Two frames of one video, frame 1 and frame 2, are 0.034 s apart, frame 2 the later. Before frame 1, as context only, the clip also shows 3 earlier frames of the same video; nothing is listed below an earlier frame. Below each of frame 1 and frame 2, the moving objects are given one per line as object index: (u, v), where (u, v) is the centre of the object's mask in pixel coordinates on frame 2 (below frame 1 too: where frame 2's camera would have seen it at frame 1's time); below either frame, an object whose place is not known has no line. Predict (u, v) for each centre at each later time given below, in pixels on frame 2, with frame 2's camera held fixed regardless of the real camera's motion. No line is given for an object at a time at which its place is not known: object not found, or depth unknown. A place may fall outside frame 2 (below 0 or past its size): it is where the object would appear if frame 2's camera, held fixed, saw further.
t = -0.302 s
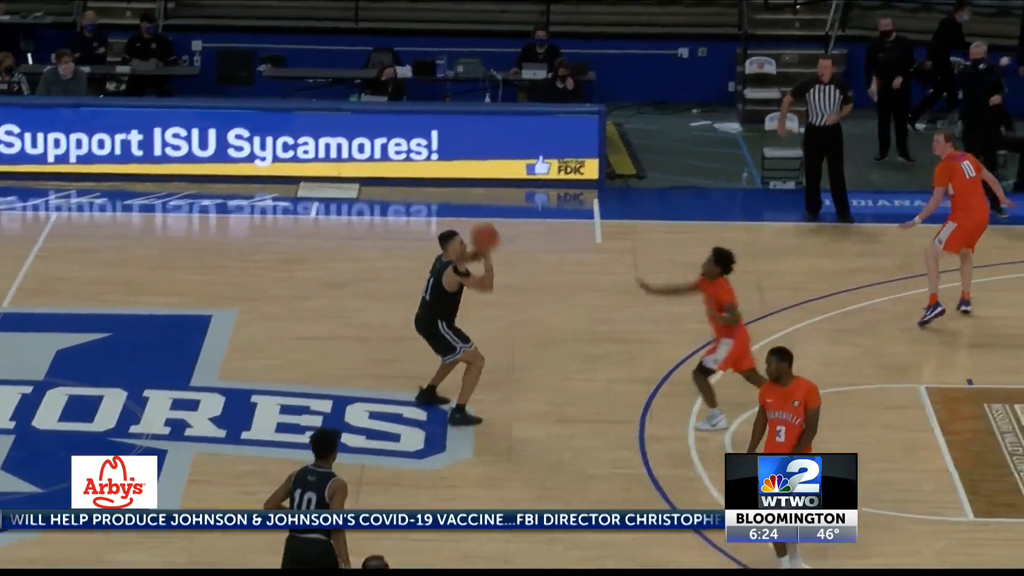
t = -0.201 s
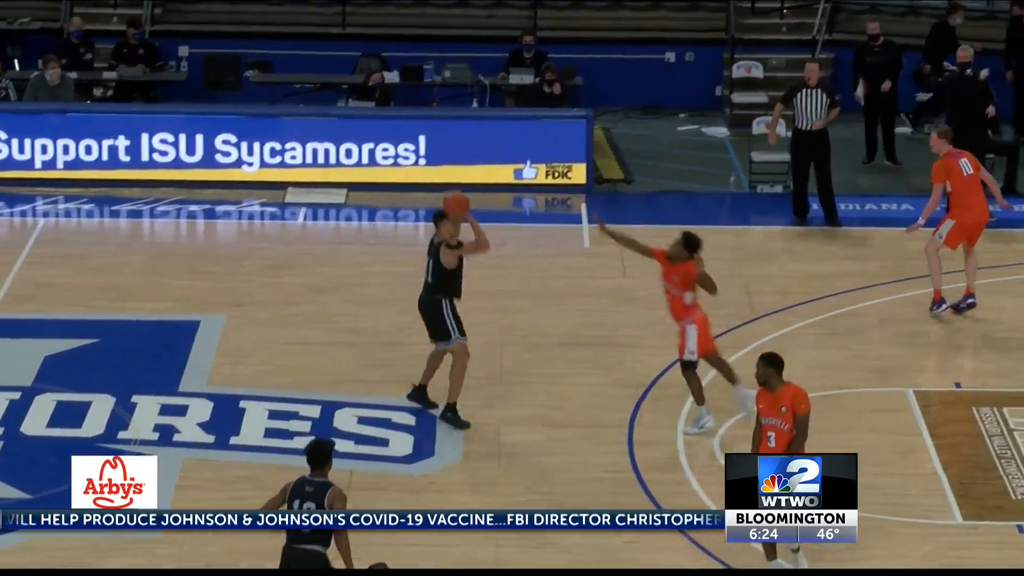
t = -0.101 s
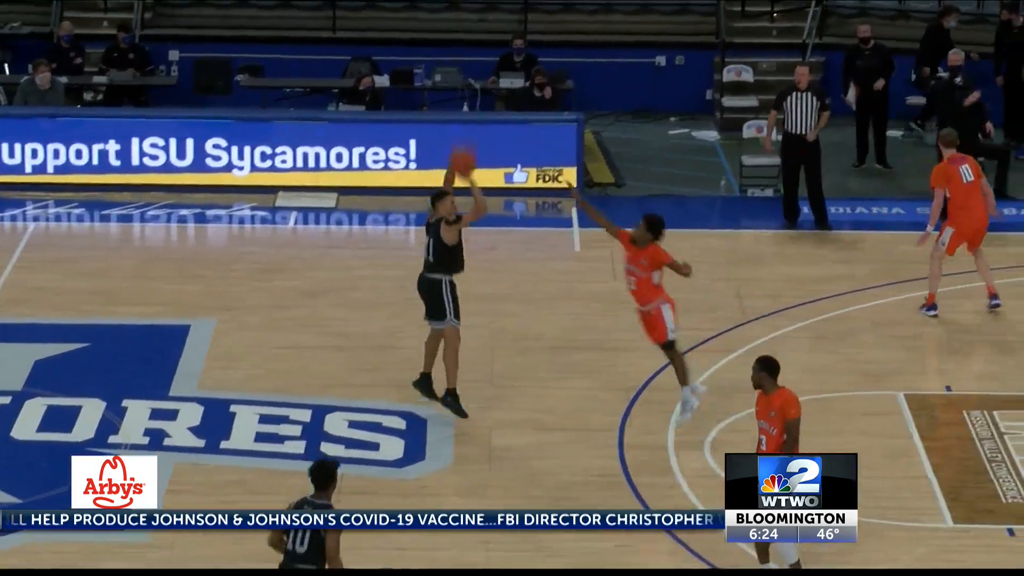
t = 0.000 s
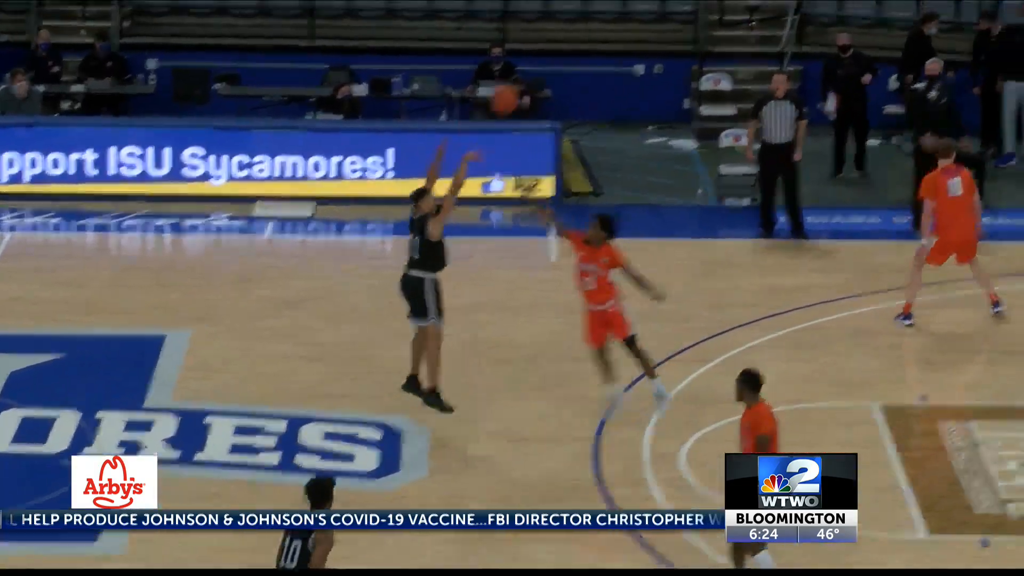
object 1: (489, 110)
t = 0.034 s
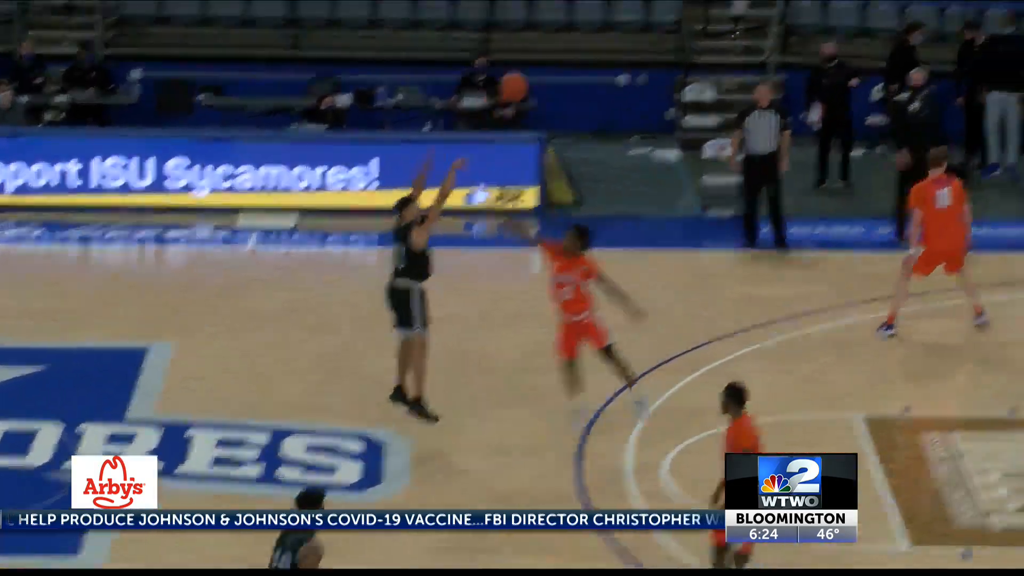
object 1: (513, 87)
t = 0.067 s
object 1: (538, 65)
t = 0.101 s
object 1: (563, 45)
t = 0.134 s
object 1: (588, 25)
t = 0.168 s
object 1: (613, 6)
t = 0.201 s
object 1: (639, -12)
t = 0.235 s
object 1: (664, -29)
